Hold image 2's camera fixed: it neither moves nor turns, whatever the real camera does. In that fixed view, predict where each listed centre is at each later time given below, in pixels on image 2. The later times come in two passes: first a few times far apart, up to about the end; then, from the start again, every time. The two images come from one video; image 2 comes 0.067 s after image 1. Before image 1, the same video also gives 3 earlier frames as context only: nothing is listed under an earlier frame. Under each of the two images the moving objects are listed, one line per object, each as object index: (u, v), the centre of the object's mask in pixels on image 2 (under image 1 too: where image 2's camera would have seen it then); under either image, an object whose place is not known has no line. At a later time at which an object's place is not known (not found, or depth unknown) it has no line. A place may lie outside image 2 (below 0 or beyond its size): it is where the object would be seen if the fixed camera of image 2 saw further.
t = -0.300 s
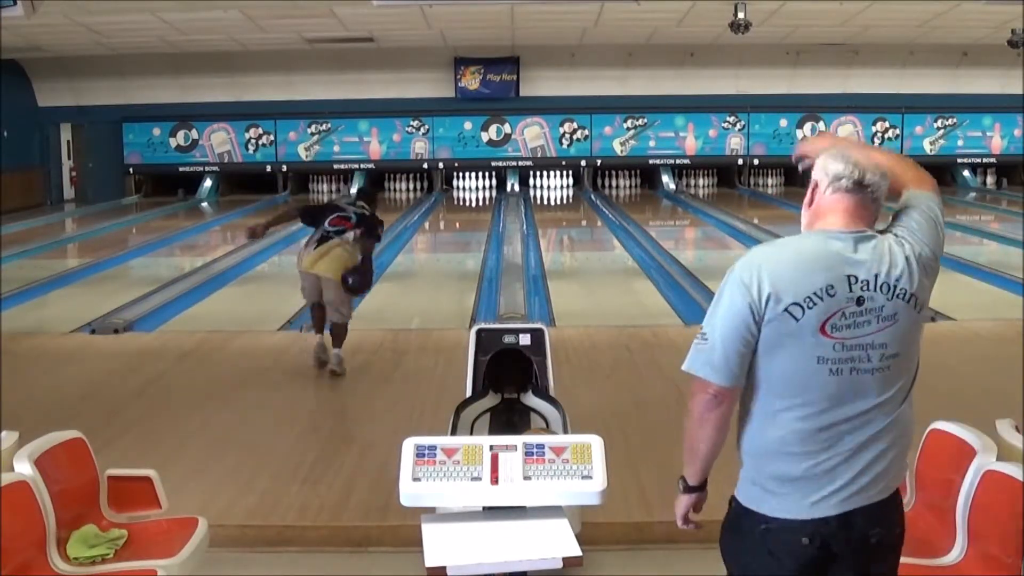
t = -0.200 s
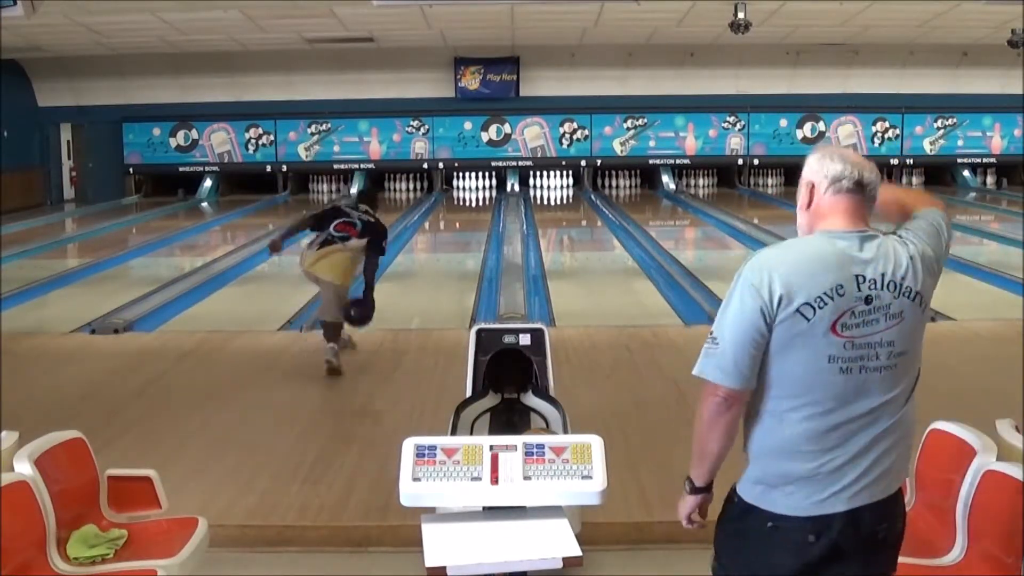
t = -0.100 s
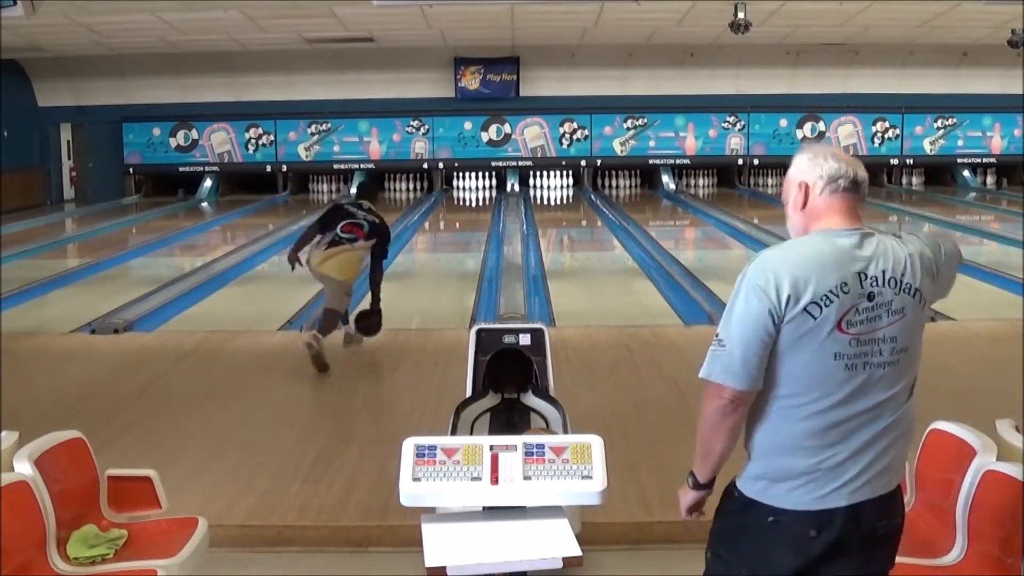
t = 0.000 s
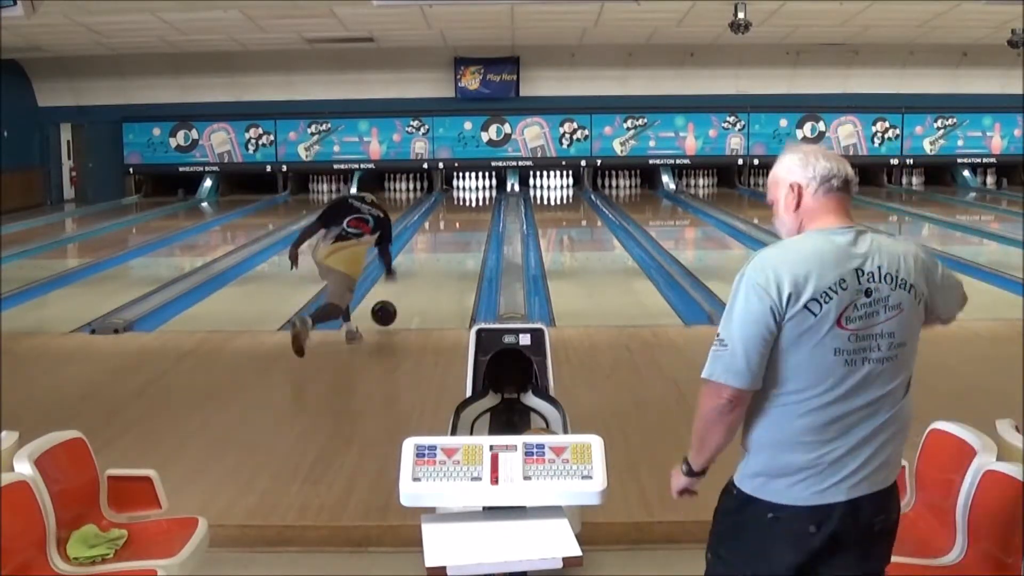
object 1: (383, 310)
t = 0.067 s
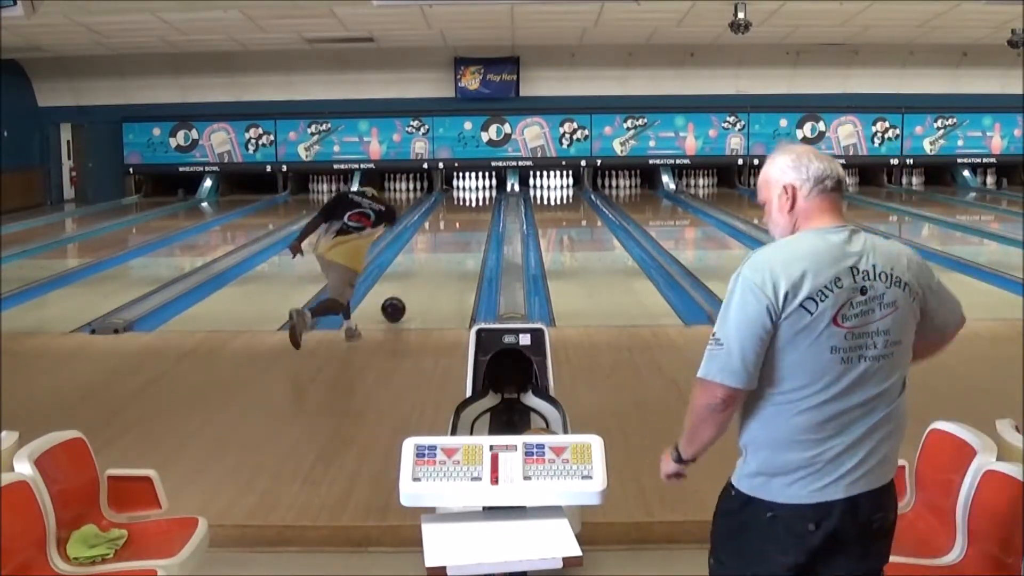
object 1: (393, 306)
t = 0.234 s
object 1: (412, 285)
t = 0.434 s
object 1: (430, 267)
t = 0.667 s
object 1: (446, 249)
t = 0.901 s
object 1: (458, 235)
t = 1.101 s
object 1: (466, 225)
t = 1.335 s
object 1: (473, 215)
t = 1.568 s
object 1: (479, 207)
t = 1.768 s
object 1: (481, 202)
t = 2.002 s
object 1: (482, 196)
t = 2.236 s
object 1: (481, 191)
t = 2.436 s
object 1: (480, 187)
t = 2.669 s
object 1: (480, 185)
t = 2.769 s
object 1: (481, 183)
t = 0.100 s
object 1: (397, 301)
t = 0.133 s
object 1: (401, 297)
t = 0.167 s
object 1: (405, 293)
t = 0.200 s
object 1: (409, 291)
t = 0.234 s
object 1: (412, 285)
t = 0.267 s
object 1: (415, 281)
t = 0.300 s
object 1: (419, 280)
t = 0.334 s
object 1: (422, 276)
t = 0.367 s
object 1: (425, 273)
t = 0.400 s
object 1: (427, 270)
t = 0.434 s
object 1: (430, 267)
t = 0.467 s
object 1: (433, 264)
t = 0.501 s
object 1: (435, 261)
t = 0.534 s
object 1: (437, 258)
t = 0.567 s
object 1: (440, 256)
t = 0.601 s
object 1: (442, 253)
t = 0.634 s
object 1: (444, 251)
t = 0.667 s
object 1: (446, 249)
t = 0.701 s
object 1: (448, 247)
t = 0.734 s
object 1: (450, 245)
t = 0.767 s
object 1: (451, 243)
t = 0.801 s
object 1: (453, 241)
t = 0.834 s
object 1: (455, 239)
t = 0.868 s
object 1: (456, 237)
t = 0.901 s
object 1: (458, 235)
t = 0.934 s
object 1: (459, 233)
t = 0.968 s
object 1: (461, 232)
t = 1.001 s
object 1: (462, 230)
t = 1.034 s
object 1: (463, 228)
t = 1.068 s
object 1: (464, 227)
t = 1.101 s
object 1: (466, 225)
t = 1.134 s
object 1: (467, 224)
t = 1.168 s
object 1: (468, 222)
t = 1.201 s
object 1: (469, 221)
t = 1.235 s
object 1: (471, 219)
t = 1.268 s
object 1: (471, 218)
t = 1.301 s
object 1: (472, 217)
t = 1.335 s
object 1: (473, 215)
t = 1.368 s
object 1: (474, 214)
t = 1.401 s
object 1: (475, 214)
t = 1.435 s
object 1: (476, 212)
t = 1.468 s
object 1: (477, 211)
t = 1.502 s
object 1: (478, 209)
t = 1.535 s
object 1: (478, 208)
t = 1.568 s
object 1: (479, 207)
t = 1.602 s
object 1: (480, 206)
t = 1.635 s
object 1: (480, 205)
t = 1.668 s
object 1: (481, 203)
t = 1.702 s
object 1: (481, 203)
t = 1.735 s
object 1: (481, 202)
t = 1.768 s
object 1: (481, 202)
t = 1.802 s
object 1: (481, 201)
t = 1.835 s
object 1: (481, 200)
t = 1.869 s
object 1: (482, 199)
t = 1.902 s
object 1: (482, 198)
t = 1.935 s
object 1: (482, 197)
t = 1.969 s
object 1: (482, 197)
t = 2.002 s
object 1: (482, 196)
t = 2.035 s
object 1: (482, 195)
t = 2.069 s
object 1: (482, 194)
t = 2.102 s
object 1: (482, 194)
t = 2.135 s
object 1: (482, 194)
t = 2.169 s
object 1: (482, 193)
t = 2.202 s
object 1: (481, 192)
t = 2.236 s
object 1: (481, 191)
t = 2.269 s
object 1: (481, 191)
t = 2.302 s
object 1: (481, 190)
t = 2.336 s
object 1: (481, 190)
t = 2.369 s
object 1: (481, 189)
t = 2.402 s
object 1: (481, 188)
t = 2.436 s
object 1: (480, 187)
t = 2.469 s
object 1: (480, 187)
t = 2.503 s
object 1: (480, 187)
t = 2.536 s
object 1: (480, 186)
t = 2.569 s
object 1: (480, 186)
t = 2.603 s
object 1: (480, 186)
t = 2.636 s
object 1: (480, 186)
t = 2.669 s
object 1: (480, 185)
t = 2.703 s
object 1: (481, 184)
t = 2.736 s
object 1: (482, 184)
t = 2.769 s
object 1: (481, 183)
